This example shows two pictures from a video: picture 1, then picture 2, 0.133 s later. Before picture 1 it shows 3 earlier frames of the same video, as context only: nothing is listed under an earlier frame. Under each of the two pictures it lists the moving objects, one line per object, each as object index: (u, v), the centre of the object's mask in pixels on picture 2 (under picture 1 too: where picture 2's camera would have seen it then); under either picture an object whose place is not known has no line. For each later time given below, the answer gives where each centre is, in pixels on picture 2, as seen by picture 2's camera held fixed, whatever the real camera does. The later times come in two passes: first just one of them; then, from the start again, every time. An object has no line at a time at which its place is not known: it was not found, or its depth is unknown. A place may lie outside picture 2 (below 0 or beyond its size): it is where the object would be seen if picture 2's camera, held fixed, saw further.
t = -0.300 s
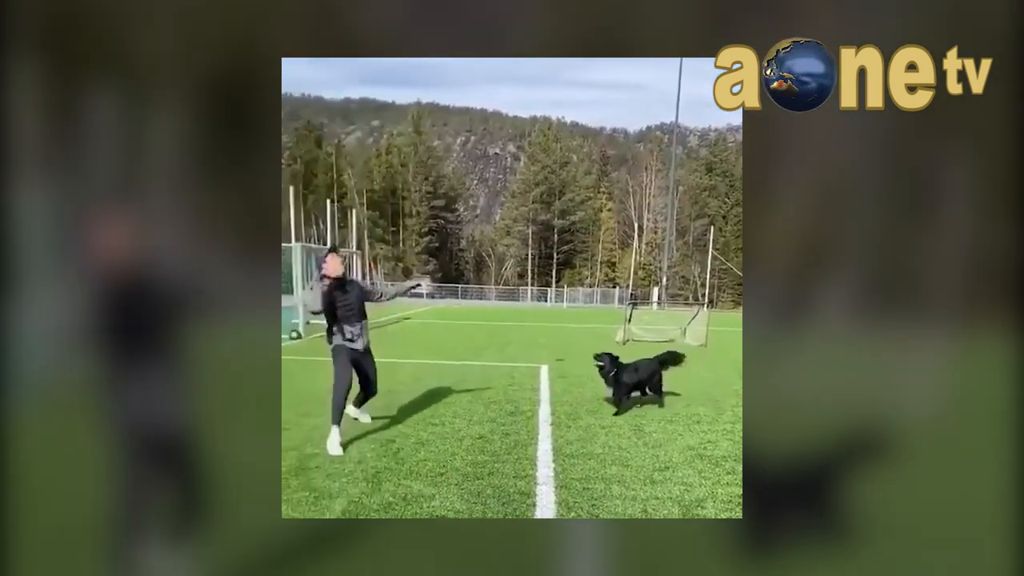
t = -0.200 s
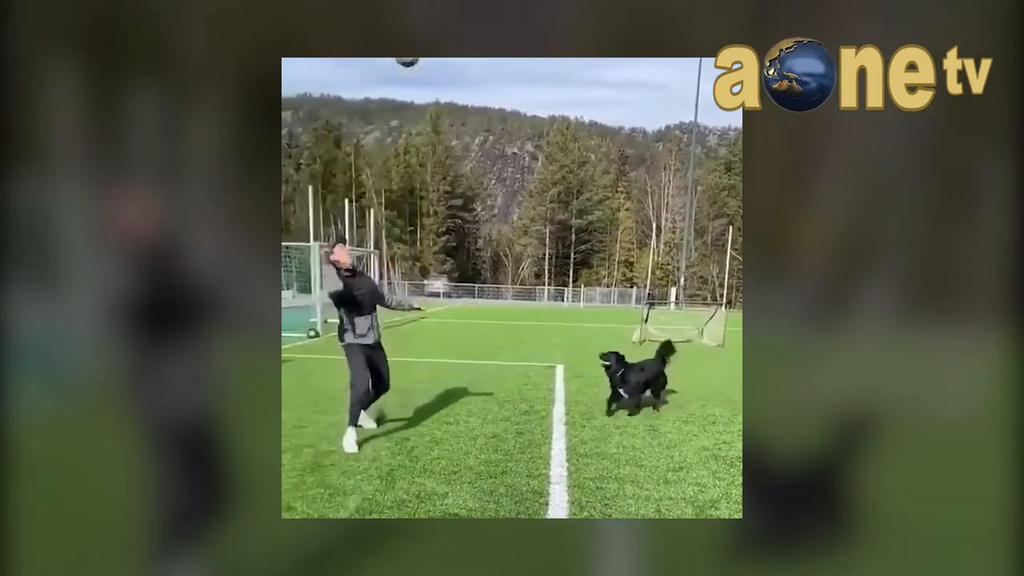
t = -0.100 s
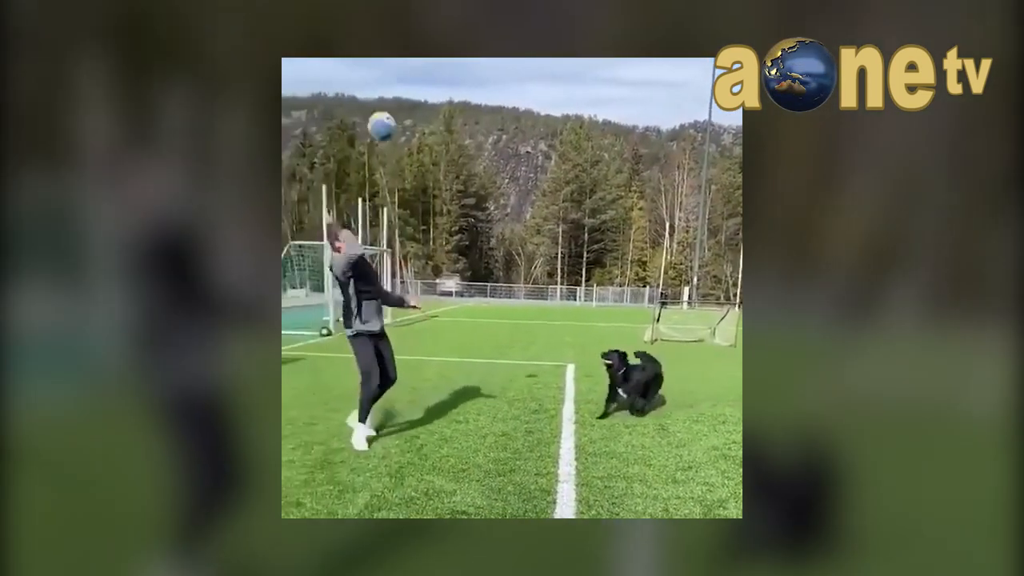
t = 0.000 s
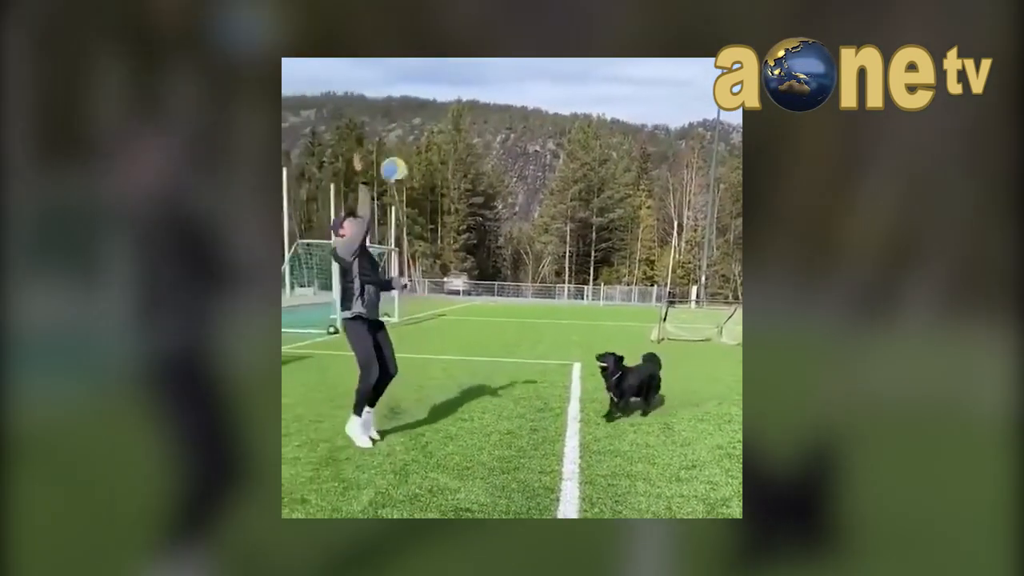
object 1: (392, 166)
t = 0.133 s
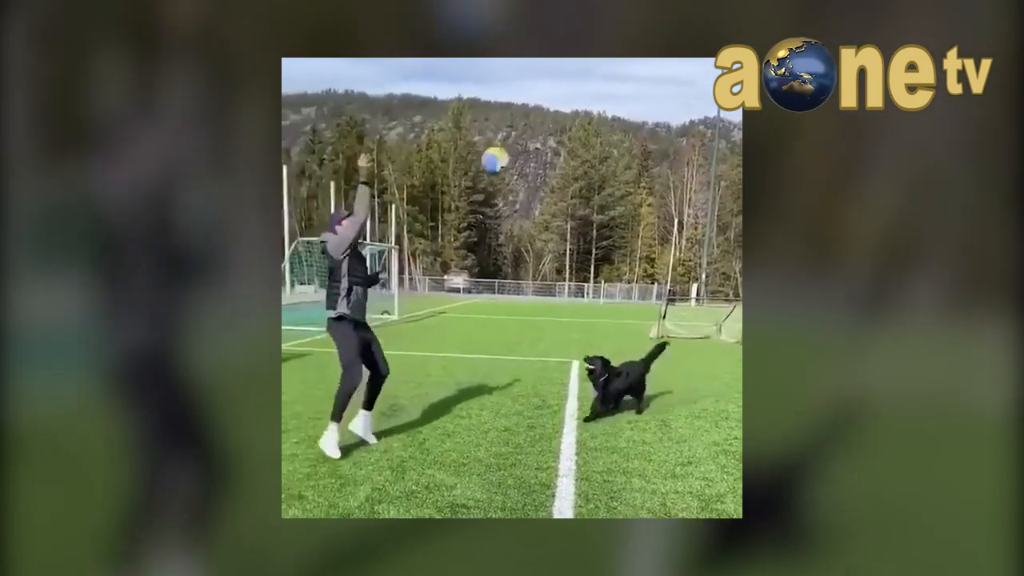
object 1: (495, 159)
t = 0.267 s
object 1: (590, 180)
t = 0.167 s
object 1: (520, 162)
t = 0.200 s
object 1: (543, 166)
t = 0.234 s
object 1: (567, 172)
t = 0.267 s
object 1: (590, 180)
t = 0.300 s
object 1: (612, 187)
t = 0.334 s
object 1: (635, 197)
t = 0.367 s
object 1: (655, 210)
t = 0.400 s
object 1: (676, 223)
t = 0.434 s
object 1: (696, 237)
